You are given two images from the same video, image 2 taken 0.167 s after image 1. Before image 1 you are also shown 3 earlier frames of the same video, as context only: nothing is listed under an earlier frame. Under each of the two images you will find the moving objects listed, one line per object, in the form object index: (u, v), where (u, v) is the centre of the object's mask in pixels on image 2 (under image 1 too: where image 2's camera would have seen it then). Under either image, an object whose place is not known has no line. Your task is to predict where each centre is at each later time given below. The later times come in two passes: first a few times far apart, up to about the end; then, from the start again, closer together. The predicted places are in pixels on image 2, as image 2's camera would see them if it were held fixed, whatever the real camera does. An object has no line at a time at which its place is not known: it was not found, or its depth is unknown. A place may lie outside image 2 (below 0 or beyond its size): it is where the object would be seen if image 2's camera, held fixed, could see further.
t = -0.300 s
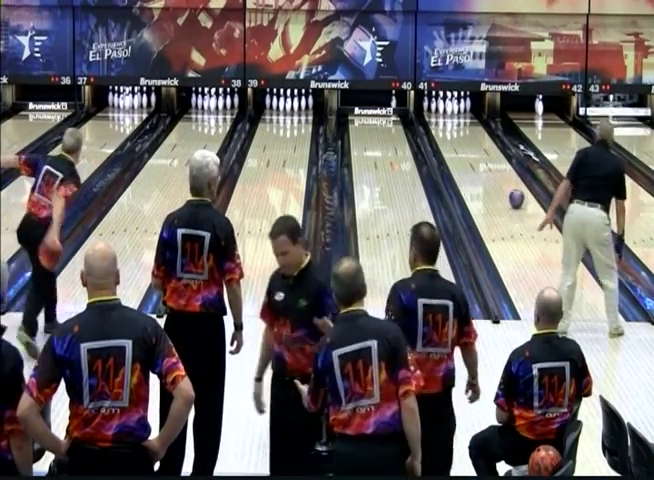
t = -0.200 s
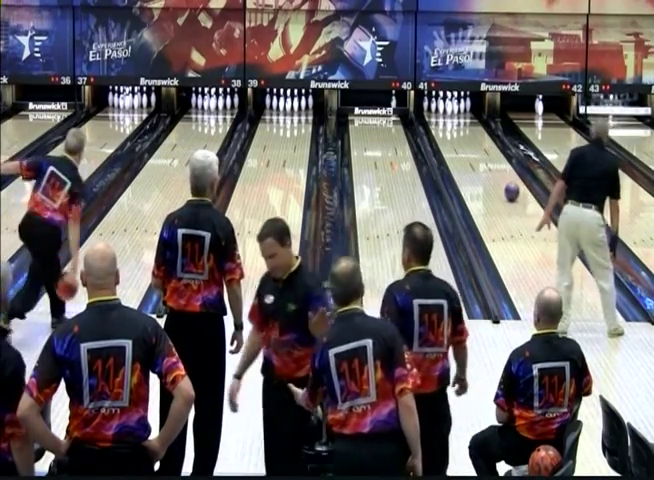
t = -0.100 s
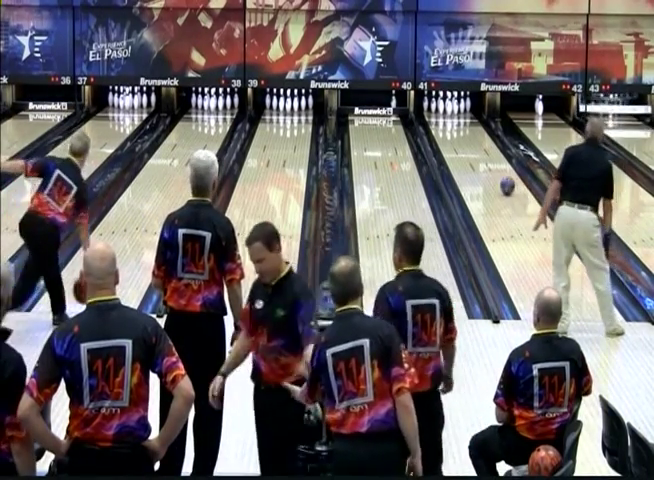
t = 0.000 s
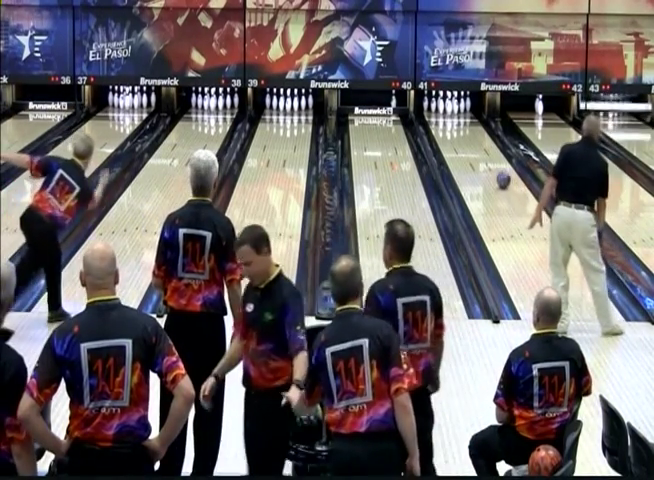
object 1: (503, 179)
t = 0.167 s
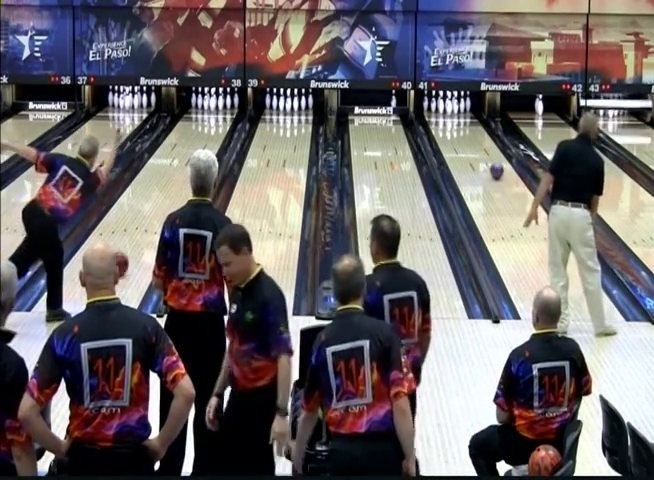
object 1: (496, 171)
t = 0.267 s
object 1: (492, 166)
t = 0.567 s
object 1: (482, 152)
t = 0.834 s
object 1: (473, 141)
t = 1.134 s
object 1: (464, 130)
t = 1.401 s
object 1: (455, 122)
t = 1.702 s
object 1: (446, 113)
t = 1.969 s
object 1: (437, 107)
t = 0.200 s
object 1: (495, 169)
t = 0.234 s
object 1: (494, 168)
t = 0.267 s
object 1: (492, 166)
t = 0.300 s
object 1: (491, 164)
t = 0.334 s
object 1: (490, 163)
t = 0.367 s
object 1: (489, 161)
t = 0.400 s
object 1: (487, 159)
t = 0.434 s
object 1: (486, 158)
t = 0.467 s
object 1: (485, 157)
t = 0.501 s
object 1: (484, 155)
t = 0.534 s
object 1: (483, 154)
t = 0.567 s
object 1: (482, 152)
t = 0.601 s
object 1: (481, 151)
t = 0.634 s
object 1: (480, 149)
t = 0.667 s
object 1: (479, 148)
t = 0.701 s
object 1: (478, 146)
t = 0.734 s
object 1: (476, 145)
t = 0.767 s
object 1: (475, 143)
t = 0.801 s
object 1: (474, 142)
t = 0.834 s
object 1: (473, 141)
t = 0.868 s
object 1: (472, 140)
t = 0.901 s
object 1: (471, 138)
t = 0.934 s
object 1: (470, 137)
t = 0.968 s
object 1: (469, 136)
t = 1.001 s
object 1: (468, 134)
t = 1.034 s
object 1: (467, 133)
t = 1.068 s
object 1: (466, 132)
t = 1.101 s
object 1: (465, 131)
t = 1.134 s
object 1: (464, 130)
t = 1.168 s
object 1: (463, 129)
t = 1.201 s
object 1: (461, 127)
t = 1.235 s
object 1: (461, 126)
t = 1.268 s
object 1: (460, 125)
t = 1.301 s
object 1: (459, 124)
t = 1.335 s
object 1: (458, 123)
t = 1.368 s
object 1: (457, 122)
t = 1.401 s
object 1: (455, 122)
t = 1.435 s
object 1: (455, 121)
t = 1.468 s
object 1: (454, 120)
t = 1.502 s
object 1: (452, 119)
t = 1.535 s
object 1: (452, 118)
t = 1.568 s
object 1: (450, 117)
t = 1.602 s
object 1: (449, 116)
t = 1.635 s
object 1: (448, 114)
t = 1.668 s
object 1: (447, 114)
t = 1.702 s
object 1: (446, 113)
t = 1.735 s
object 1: (445, 113)
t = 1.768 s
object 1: (444, 112)
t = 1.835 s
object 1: (442, 110)
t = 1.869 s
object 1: (441, 109)
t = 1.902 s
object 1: (440, 108)
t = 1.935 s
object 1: (439, 108)
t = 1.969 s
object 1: (437, 107)
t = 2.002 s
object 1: (435, 106)
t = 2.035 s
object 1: (434, 105)
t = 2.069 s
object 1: (432, 107)
